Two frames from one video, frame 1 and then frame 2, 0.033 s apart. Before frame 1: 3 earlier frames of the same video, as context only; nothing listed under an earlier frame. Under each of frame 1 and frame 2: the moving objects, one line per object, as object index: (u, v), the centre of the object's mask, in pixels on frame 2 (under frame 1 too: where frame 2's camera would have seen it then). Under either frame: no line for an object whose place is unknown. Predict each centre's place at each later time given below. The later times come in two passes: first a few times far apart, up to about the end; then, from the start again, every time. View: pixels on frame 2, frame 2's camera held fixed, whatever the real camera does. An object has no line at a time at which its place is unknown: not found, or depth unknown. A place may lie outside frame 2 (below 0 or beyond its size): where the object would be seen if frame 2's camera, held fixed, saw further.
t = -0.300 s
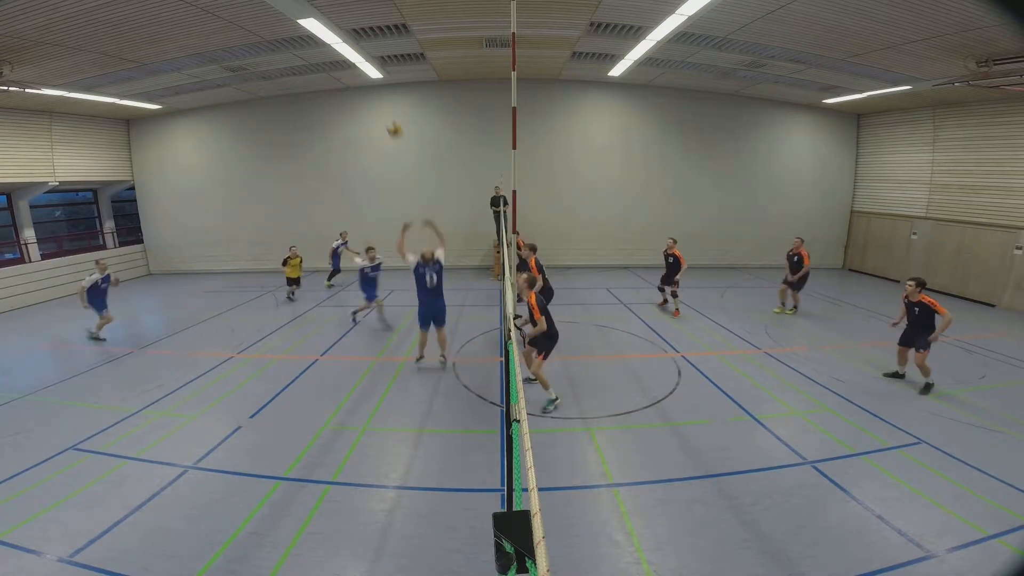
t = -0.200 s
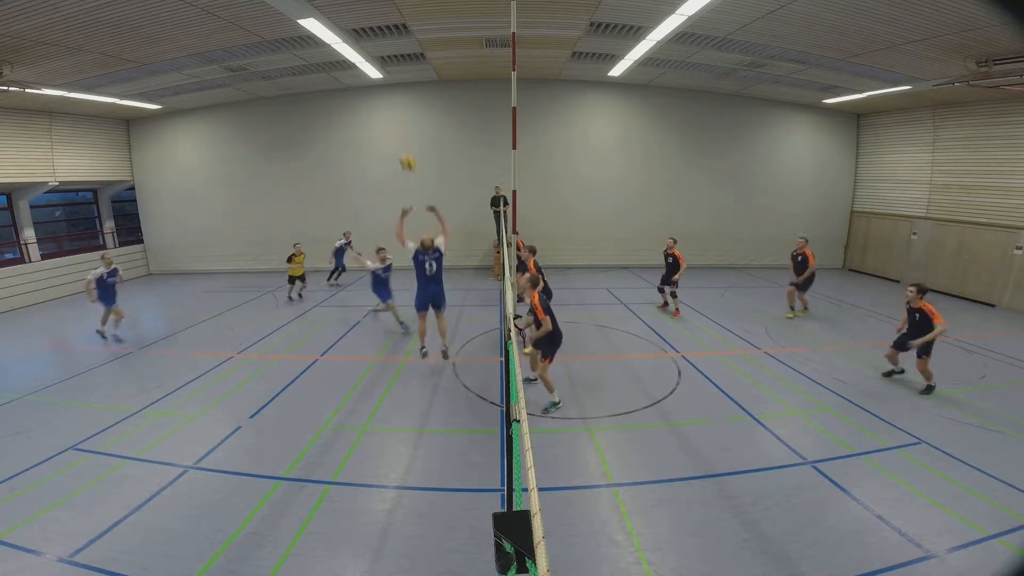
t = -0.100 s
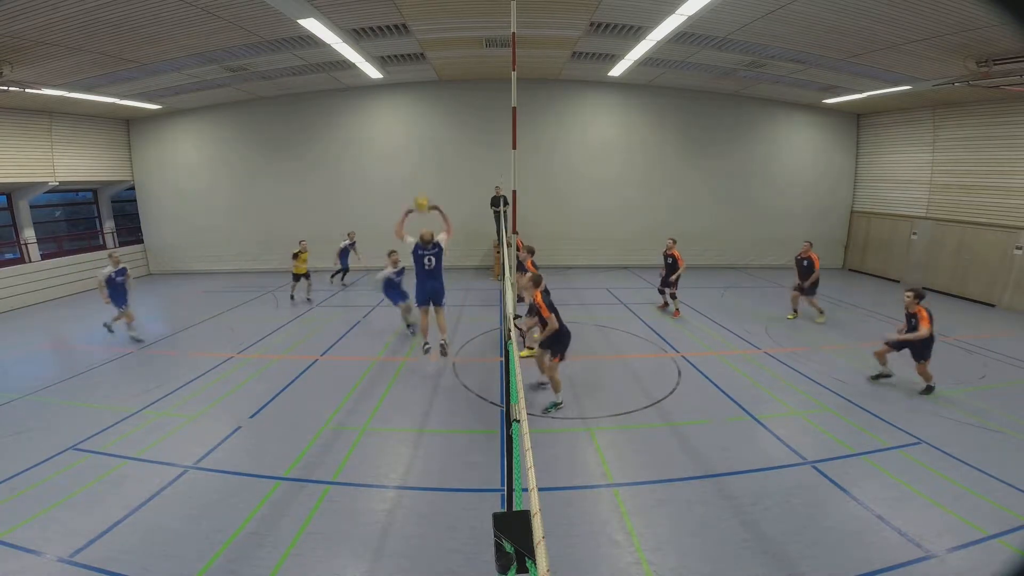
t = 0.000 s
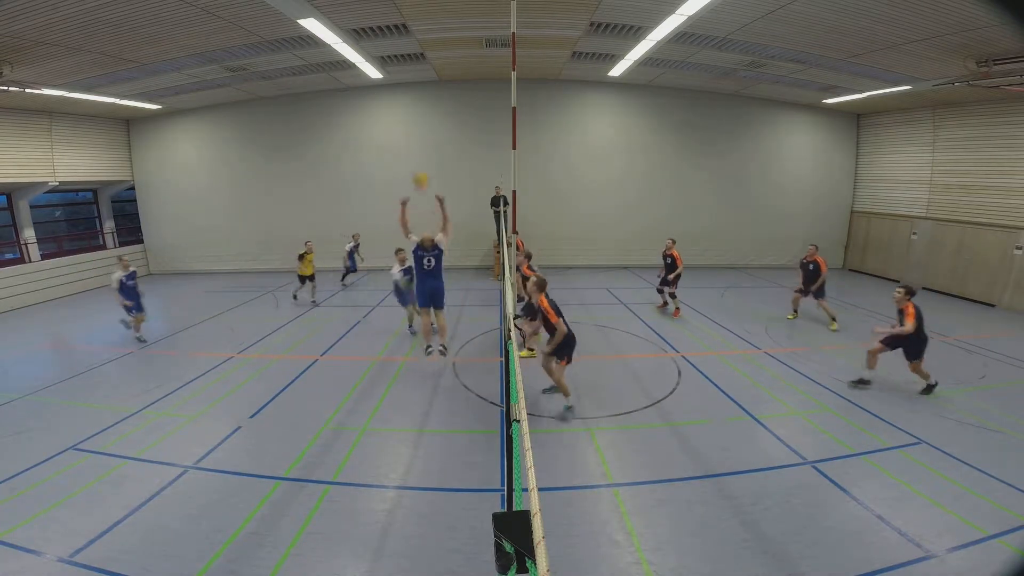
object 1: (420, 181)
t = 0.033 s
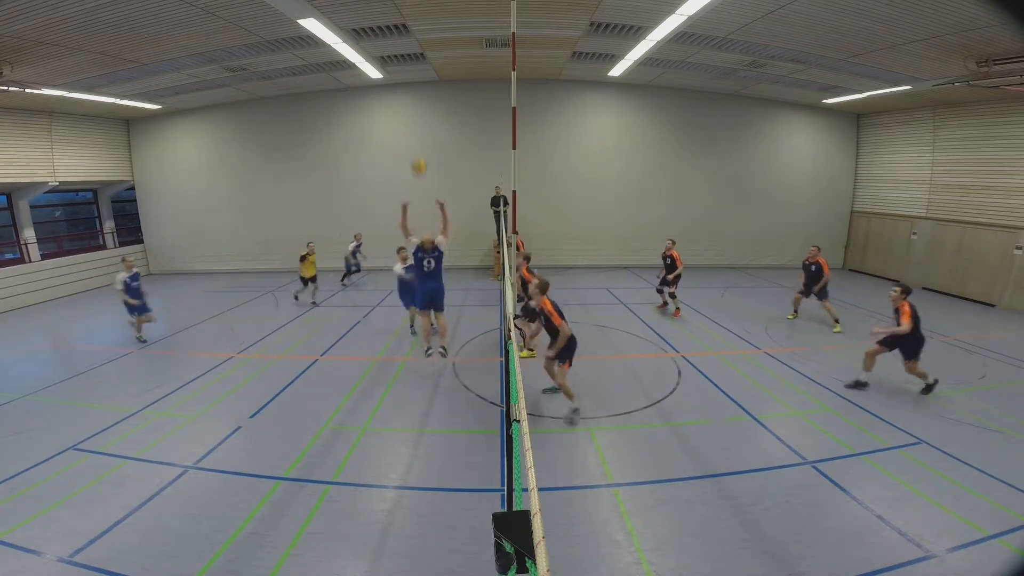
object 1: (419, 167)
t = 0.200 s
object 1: (409, 102)
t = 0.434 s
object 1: (396, 46)
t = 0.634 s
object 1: (382, 27)
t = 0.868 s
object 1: (362, 39)
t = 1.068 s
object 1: (336, 97)
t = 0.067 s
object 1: (417, 153)
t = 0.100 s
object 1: (415, 140)
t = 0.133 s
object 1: (413, 128)
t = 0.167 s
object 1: (411, 114)
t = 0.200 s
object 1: (409, 102)
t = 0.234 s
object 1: (408, 93)
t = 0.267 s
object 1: (406, 84)
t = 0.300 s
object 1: (404, 75)
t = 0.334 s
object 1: (402, 67)
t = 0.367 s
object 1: (400, 59)
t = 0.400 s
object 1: (398, 54)
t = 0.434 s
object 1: (396, 46)
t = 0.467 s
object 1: (394, 42)
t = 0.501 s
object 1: (391, 38)
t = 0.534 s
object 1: (389, 34)
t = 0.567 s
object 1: (387, 30)
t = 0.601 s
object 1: (385, 29)
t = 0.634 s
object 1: (382, 27)
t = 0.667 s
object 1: (379, 26)
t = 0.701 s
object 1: (377, 26)
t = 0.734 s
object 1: (373, 27)
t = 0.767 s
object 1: (371, 29)
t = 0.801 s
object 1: (367, 31)
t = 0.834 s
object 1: (364, 35)
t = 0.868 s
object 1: (362, 39)
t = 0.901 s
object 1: (358, 44)
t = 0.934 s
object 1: (354, 54)
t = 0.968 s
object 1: (347, 65)
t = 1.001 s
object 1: (343, 71)
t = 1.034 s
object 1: (342, 82)
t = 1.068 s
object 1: (336, 97)
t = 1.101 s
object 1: (332, 114)
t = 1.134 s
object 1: (326, 133)
